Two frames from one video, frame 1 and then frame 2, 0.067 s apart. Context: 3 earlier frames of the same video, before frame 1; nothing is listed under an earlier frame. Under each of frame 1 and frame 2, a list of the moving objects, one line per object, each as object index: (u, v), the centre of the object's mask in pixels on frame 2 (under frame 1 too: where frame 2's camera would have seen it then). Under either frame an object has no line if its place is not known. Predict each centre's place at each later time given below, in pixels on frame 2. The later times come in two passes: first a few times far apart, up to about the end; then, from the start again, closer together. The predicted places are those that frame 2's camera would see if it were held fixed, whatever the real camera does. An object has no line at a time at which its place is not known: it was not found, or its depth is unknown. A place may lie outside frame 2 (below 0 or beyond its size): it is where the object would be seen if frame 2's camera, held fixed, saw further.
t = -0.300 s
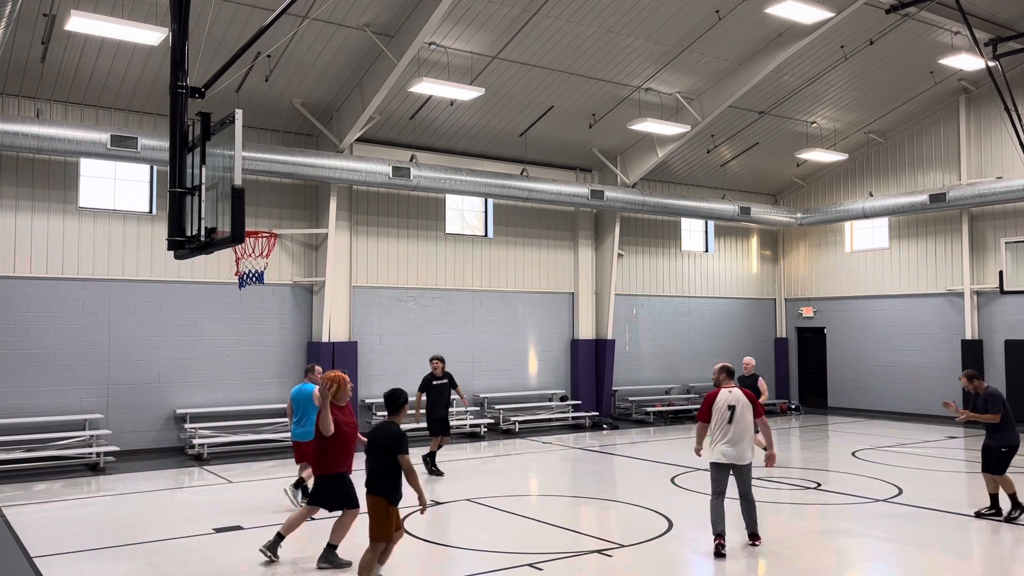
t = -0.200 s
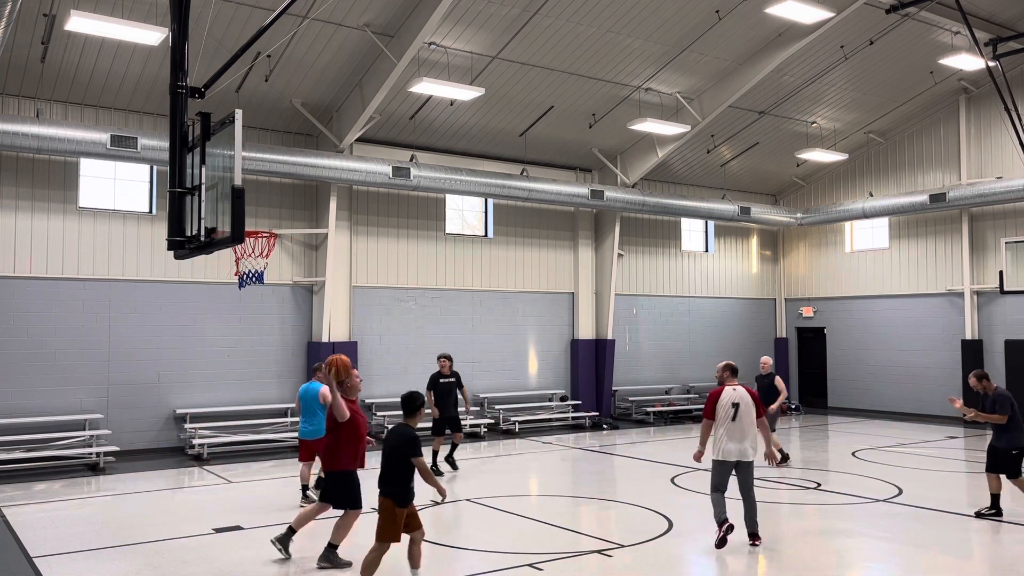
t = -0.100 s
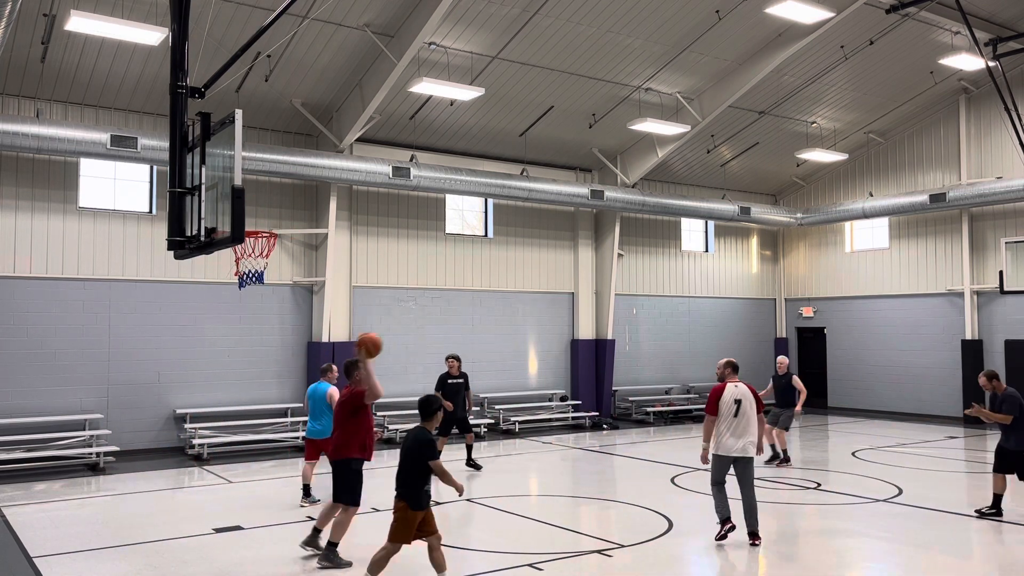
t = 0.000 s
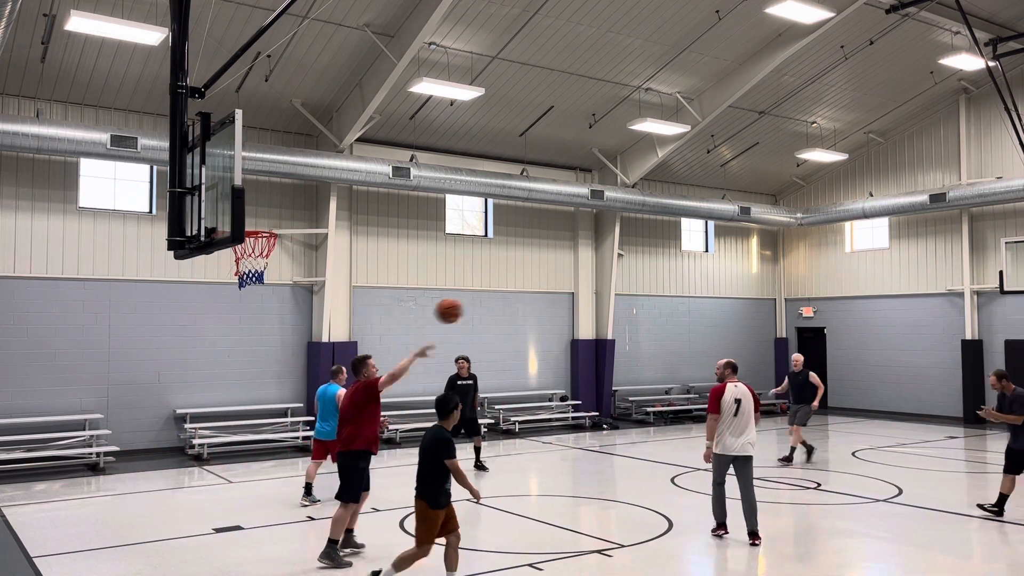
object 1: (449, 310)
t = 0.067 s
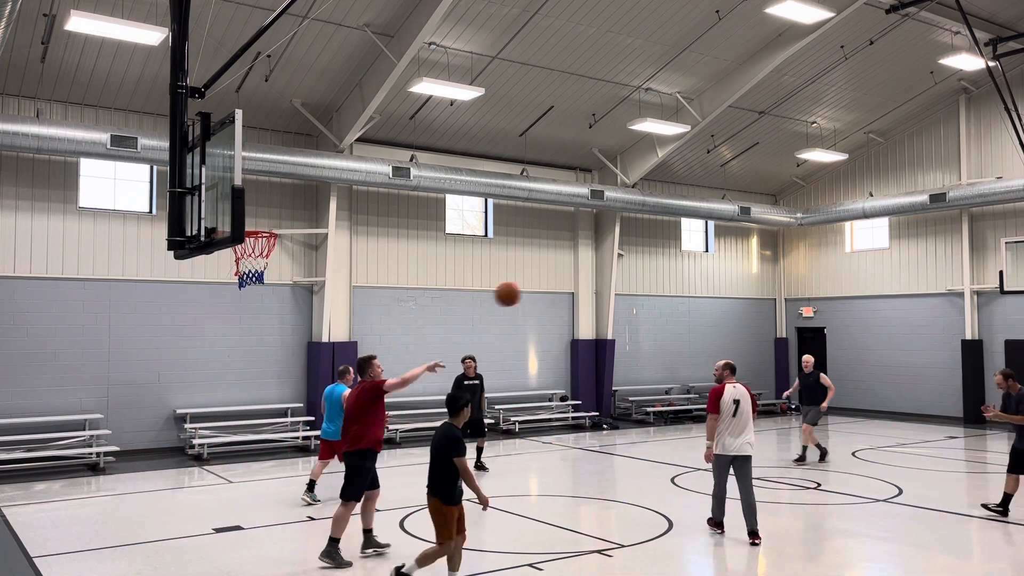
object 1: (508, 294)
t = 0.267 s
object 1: (669, 274)
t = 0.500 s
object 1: (837, 297)
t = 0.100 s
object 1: (536, 287)
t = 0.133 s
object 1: (564, 282)
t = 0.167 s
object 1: (592, 278)
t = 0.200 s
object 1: (618, 276)
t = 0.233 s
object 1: (643, 274)
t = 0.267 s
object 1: (669, 274)
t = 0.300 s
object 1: (695, 274)
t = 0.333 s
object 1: (719, 275)
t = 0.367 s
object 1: (744, 278)
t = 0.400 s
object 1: (768, 282)
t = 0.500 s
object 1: (837, 297)
